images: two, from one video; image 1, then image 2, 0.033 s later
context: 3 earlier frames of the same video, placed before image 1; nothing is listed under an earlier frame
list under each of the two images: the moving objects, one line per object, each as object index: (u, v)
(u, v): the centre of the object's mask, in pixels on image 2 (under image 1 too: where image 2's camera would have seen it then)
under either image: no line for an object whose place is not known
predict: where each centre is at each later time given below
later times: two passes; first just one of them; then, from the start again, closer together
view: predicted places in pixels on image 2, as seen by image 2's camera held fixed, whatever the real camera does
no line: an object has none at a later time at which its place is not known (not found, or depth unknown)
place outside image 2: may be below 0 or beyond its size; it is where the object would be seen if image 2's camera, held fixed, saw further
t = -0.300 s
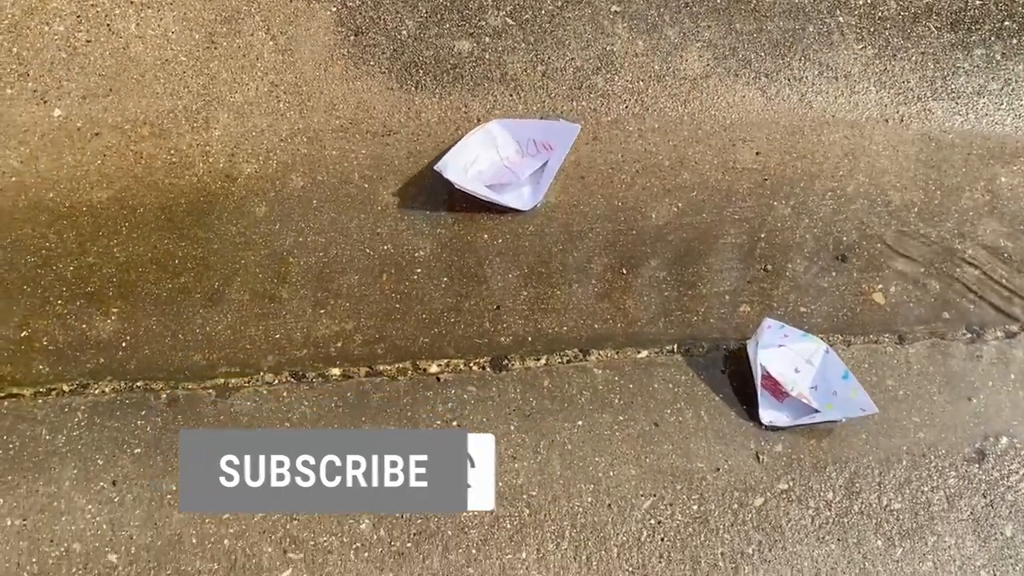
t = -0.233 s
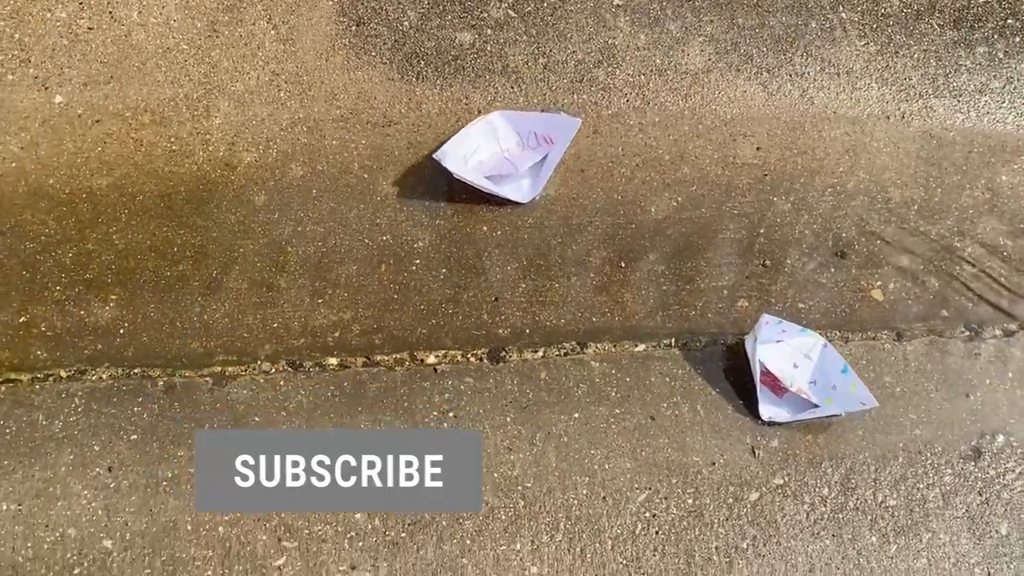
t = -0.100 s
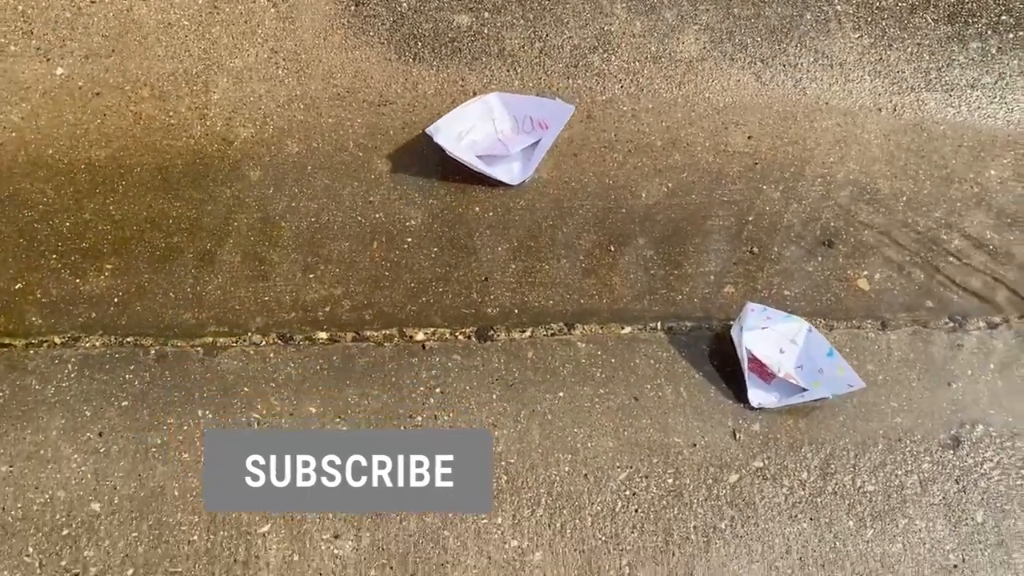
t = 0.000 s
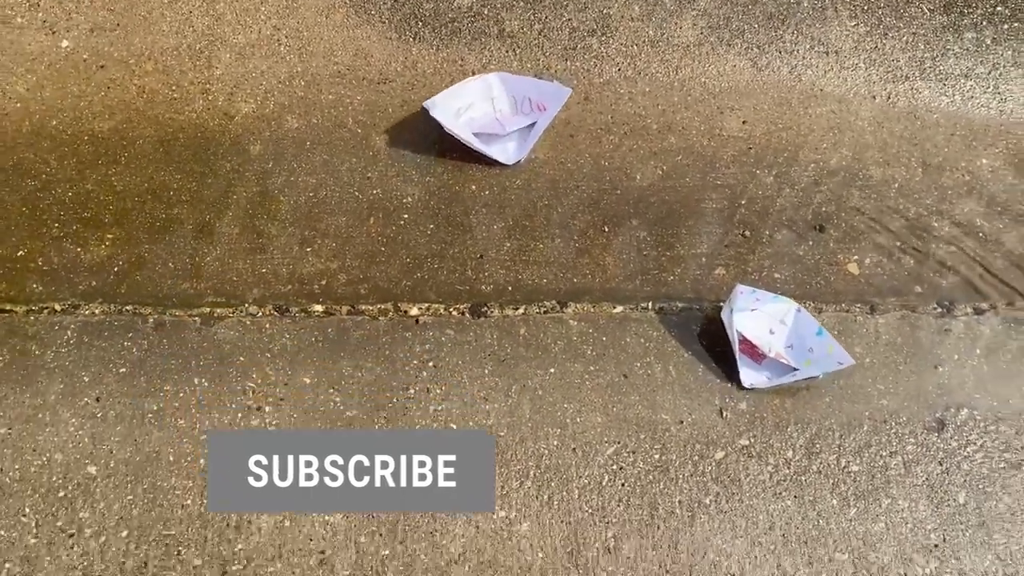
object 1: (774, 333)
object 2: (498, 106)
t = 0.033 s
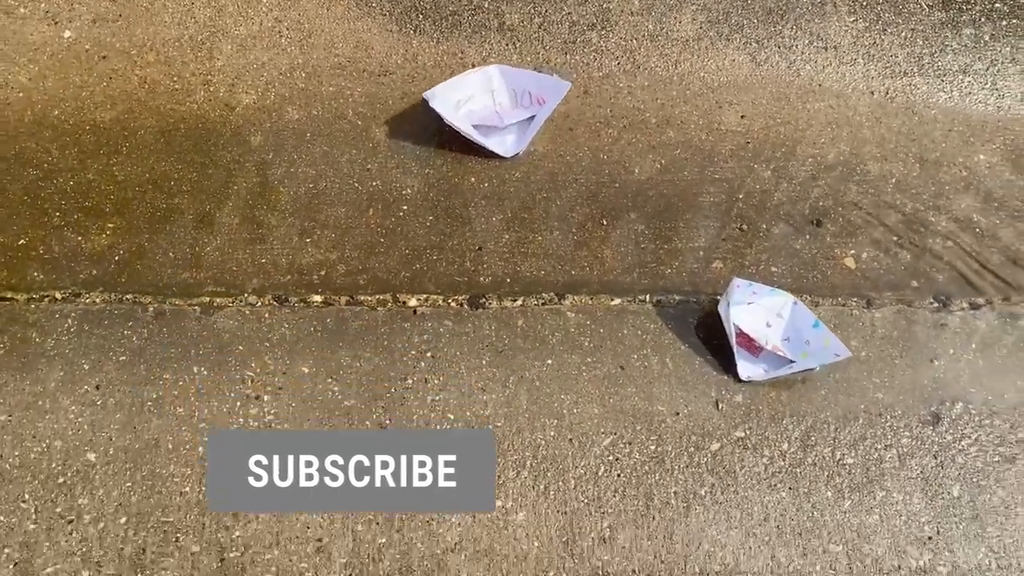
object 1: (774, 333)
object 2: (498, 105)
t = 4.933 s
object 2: (296, 132)
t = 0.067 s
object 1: (775, 332)
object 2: (497, 105)
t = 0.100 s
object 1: (775, 332)
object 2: (497, 105)
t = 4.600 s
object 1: (89, 217)
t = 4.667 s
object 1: (75, 221)
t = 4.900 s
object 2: (300, 132)
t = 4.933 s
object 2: (296, 132)
